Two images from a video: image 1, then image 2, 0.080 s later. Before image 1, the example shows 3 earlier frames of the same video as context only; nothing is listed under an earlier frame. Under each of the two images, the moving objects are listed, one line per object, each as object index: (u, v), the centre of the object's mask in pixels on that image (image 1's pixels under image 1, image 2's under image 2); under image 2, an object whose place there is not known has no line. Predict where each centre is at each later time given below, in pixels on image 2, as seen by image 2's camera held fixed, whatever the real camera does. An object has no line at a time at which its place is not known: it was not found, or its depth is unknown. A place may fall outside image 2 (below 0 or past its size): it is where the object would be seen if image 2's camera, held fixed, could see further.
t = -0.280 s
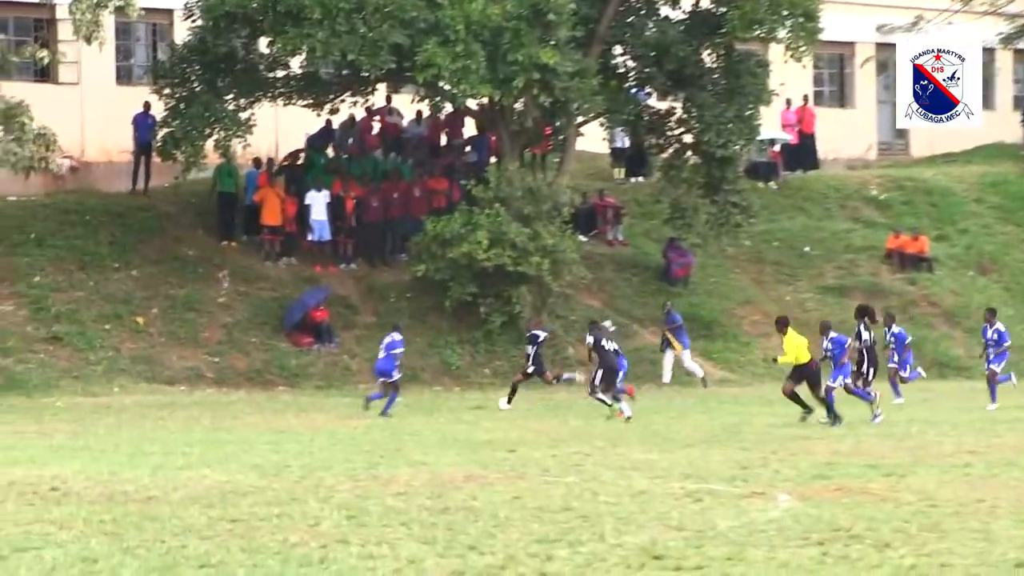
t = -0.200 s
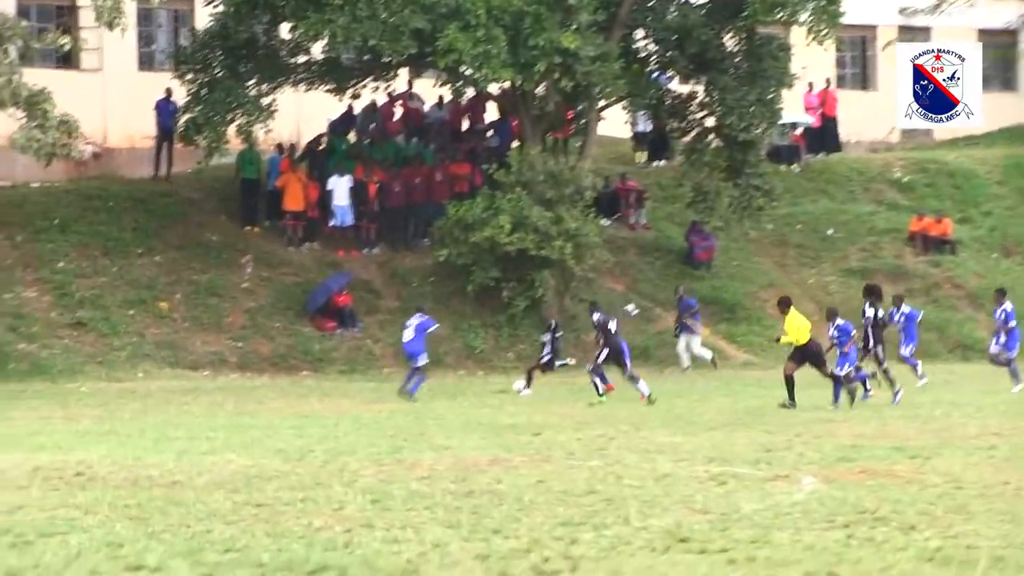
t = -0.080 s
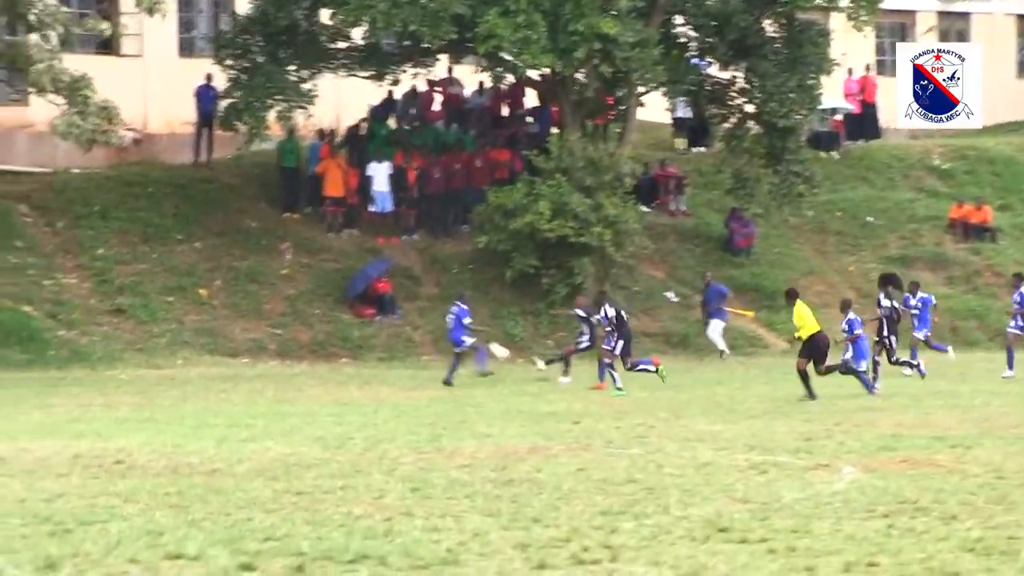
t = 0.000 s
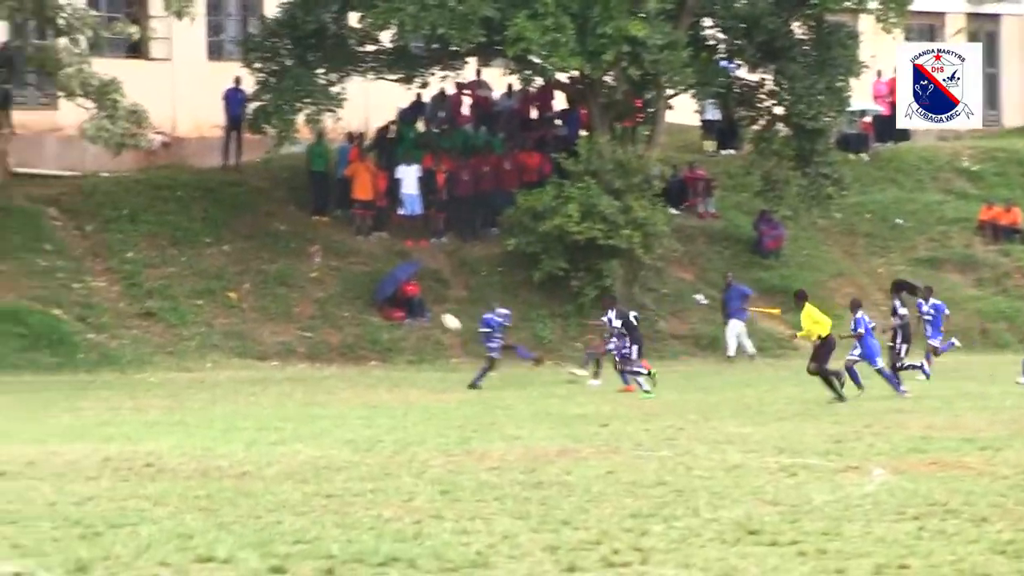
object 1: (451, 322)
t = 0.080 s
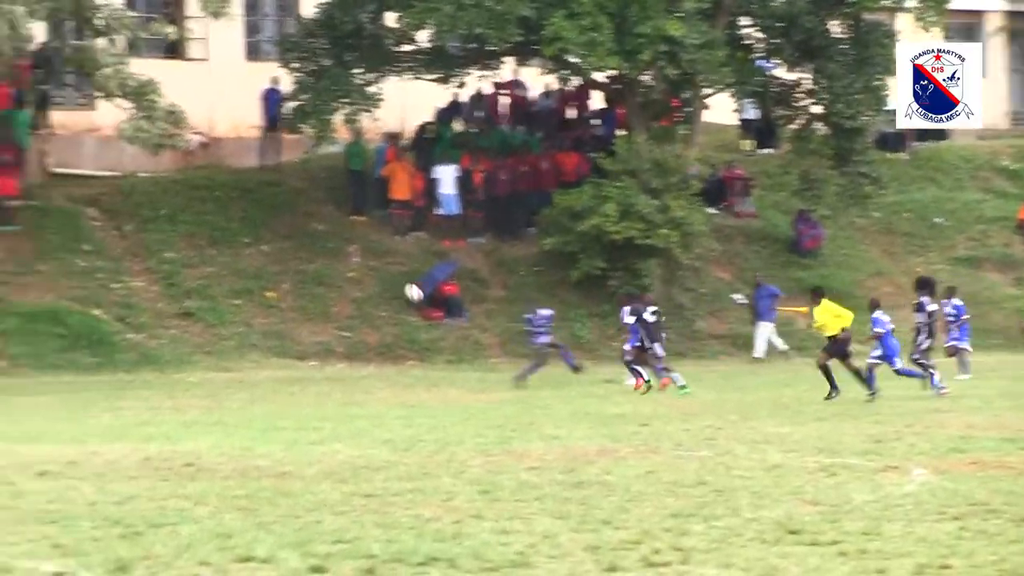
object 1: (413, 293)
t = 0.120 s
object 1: (382, 279)
